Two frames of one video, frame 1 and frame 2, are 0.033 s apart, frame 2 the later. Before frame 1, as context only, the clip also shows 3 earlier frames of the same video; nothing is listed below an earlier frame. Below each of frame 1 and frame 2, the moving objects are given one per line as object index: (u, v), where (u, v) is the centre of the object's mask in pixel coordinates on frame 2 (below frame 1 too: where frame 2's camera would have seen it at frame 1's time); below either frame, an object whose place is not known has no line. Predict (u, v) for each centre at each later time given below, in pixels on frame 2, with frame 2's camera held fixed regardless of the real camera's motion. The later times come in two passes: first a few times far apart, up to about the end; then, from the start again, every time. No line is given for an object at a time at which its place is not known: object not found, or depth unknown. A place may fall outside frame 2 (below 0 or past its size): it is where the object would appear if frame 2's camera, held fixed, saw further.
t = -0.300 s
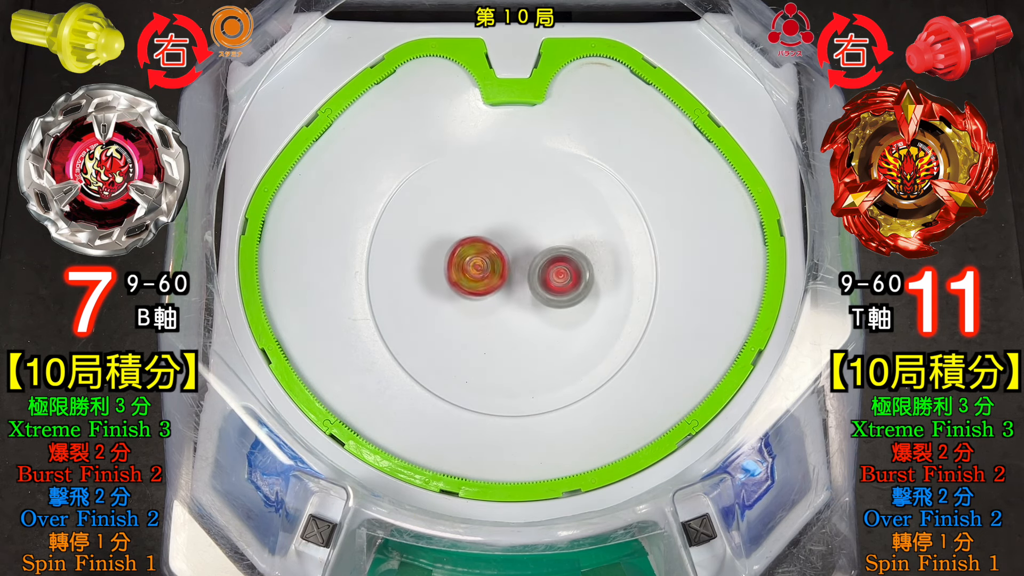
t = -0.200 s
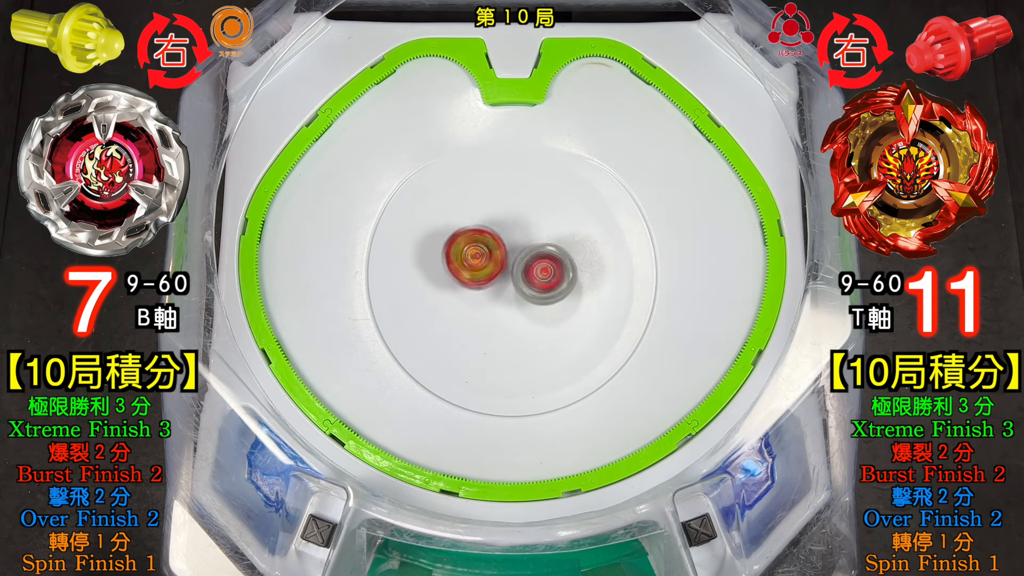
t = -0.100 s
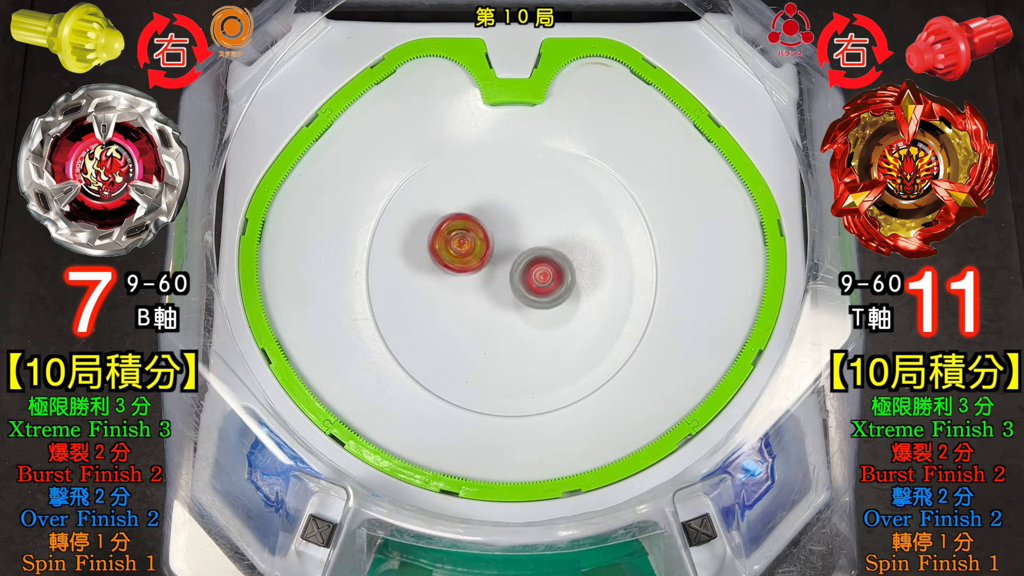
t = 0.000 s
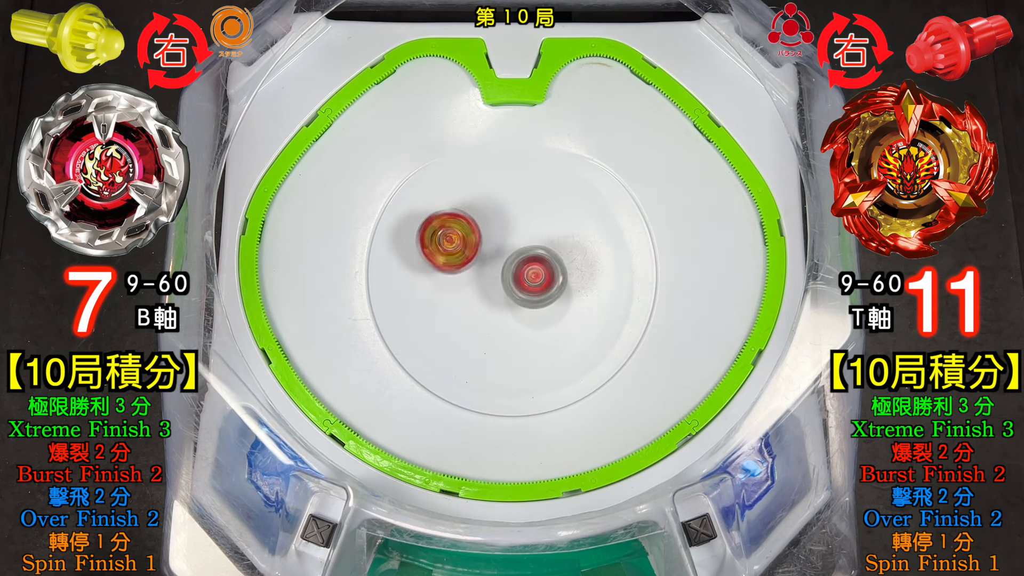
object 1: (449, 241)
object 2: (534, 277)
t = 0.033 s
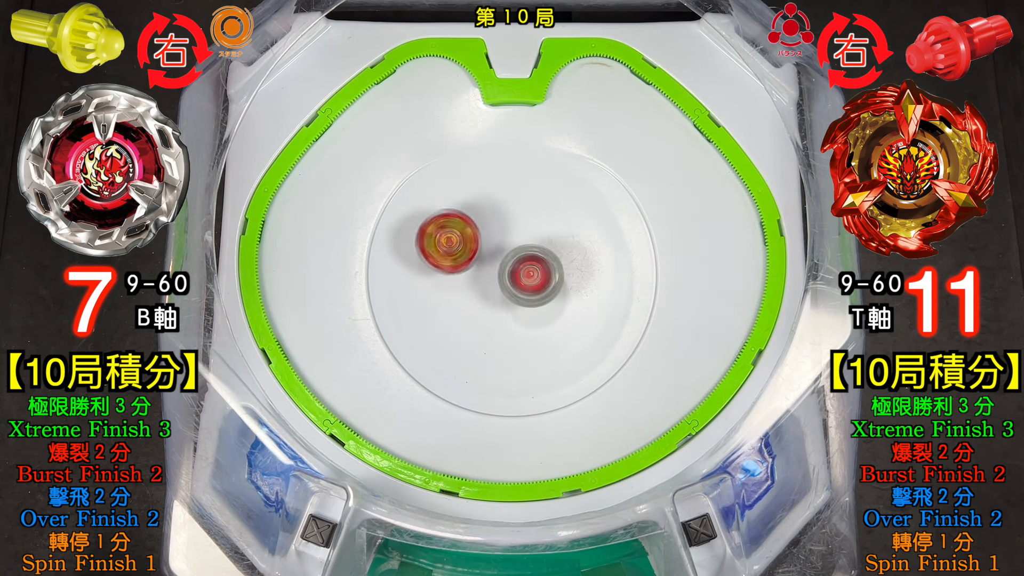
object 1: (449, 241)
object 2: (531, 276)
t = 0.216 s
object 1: (430, 222)
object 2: (567, 306)
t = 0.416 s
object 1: (426, 212)
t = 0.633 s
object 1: (476, 237)
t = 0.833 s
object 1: (418, 199)
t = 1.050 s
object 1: (258, 126)
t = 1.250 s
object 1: (261, 242)
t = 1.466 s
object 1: (359, 337)
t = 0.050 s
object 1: (449, 241)
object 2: (529, 275)
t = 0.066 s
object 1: (451, 242)
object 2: (527, 274)
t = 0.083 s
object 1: (451, 243)
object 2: (525, 274)
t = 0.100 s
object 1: (453, 244)
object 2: (524, 273)
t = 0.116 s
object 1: (456, 245)
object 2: (521, 272)
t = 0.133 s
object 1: (458, 246)
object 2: (520, 272)
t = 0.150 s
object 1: (450, 240)
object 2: (530, 279)
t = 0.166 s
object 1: (443, 233)
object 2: (540, 286)
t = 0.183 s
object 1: (438, 229)
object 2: (550, 294)
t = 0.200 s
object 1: (433, 225)
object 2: (560, 300)
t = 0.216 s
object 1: (430, 222)
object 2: (567, 306)
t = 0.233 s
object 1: (427, 219)
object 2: (573, 310)
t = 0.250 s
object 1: (426, 218)
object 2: (579, 314)
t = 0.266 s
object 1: (425, 217)
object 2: (583, 316)
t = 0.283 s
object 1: (423, 216)
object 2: (586, 318)
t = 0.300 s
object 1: (423, 215)
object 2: (589, 318)
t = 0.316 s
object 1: (422, 213)
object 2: (591, 318)
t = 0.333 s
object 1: (421, 212)
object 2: (592, 318)
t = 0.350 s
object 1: (421, 211)
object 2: (593, 317)
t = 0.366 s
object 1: (421, 211)
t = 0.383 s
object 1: (423, 210)
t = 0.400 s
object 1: (424, 211)
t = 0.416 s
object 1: (426, 212)
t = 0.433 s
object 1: (429, 212)
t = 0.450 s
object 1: (432, 214)
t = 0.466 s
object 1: (434, 215)
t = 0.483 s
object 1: (437, 216)
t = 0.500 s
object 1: (442, 218)
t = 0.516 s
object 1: (447, 220)
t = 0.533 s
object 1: (451, 222)
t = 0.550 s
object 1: (456, 224)
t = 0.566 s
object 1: (460, 227)
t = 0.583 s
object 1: (464, 230)
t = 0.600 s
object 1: (468, 232)
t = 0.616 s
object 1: (472, 234)
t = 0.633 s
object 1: (476, 237)
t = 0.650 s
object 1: (479, 240)
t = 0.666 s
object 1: (482, 243)
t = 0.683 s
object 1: (485, 245)
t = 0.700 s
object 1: (488, 249)
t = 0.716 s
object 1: (490, 252)
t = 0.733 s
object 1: (492, 255)
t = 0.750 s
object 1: (494, 257)
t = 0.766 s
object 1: (496, 261)
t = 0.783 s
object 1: (494, 261)
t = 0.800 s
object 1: (468, 239)
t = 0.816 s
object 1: (442, 218)
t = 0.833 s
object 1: (418, 199)
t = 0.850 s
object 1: (394, 179)
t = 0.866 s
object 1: (376, 166)
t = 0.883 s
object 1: (357, 152)
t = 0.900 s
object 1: (339, 135)
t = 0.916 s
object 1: (325, 119)
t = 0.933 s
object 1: (309, 113)
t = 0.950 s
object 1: (293, 108)
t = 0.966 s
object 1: (277, 99)
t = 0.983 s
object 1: (271, 97)
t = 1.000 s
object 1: (269, 102)
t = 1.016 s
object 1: (269, 115)
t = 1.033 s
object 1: (264, 124)
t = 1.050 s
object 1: (258, 126)
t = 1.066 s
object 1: (255, 132)
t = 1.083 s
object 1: (250, 141)
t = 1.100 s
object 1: (245, 152)
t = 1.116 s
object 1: (243, 163)
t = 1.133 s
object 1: (244, 176)
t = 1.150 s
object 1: (243, 185)
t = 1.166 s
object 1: (244, 195)
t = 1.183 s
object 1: (249, 206)
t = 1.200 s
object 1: (252, 214)
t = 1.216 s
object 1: (255, 223)
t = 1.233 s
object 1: (258, 233)
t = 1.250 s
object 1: (261, 242)
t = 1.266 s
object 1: (264, 253)
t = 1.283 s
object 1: (269, 263)
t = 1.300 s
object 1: (275, 273)
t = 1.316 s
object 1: (281, 282)
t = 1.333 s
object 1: (287, 291)
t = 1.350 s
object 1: (295, 300)
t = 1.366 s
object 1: (302, 307)
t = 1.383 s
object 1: (310, 313)
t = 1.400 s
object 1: (319, 320)
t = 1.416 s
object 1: (328, 326)
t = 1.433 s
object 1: (338, 331)
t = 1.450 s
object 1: (348, 334)
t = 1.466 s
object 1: (359, 337)
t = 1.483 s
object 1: (370, 340)
